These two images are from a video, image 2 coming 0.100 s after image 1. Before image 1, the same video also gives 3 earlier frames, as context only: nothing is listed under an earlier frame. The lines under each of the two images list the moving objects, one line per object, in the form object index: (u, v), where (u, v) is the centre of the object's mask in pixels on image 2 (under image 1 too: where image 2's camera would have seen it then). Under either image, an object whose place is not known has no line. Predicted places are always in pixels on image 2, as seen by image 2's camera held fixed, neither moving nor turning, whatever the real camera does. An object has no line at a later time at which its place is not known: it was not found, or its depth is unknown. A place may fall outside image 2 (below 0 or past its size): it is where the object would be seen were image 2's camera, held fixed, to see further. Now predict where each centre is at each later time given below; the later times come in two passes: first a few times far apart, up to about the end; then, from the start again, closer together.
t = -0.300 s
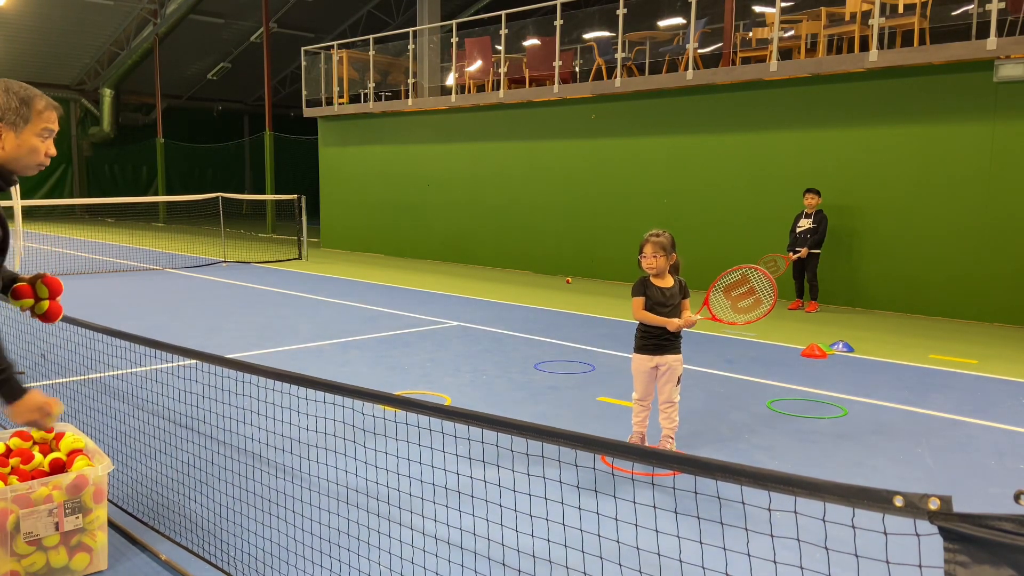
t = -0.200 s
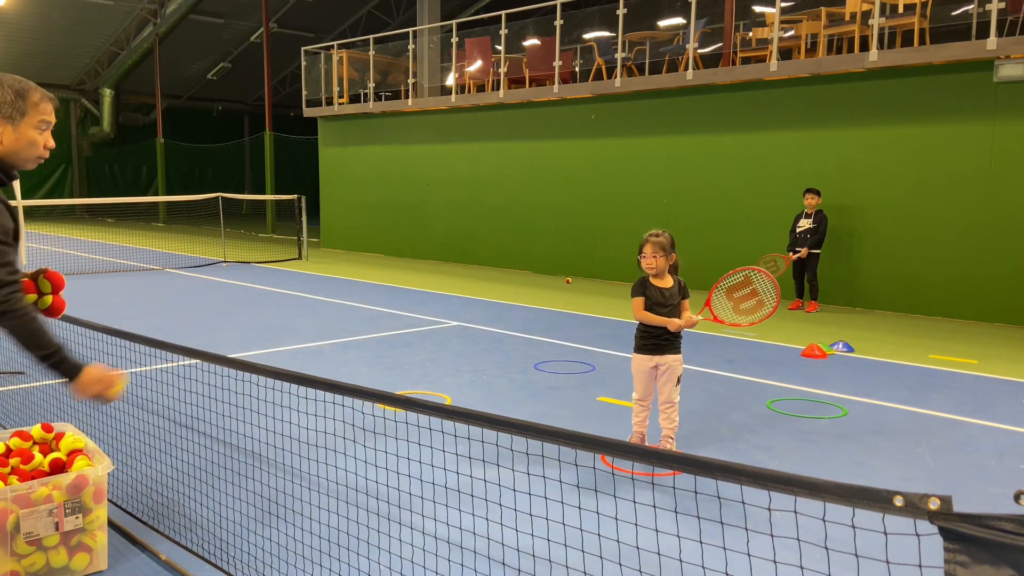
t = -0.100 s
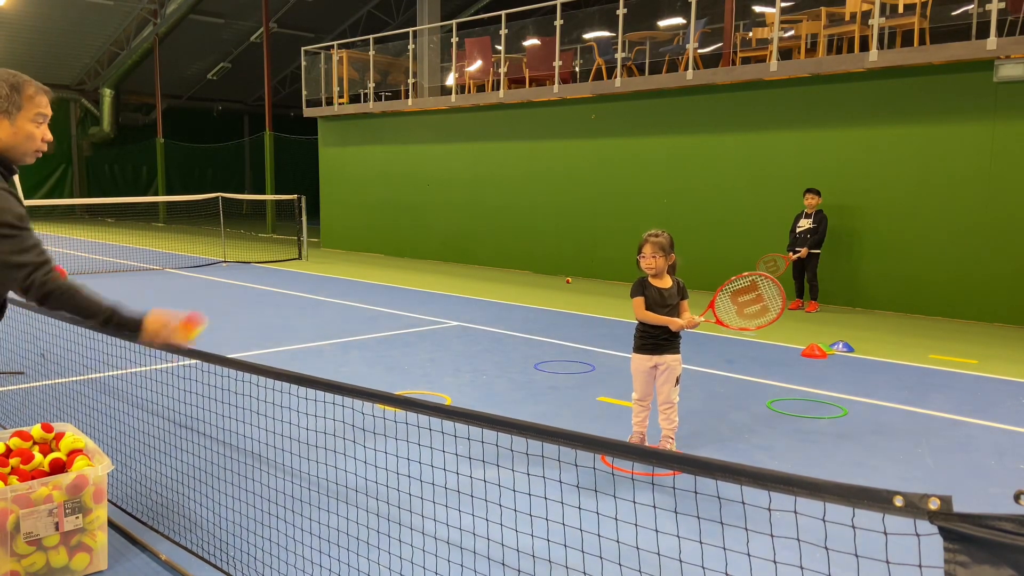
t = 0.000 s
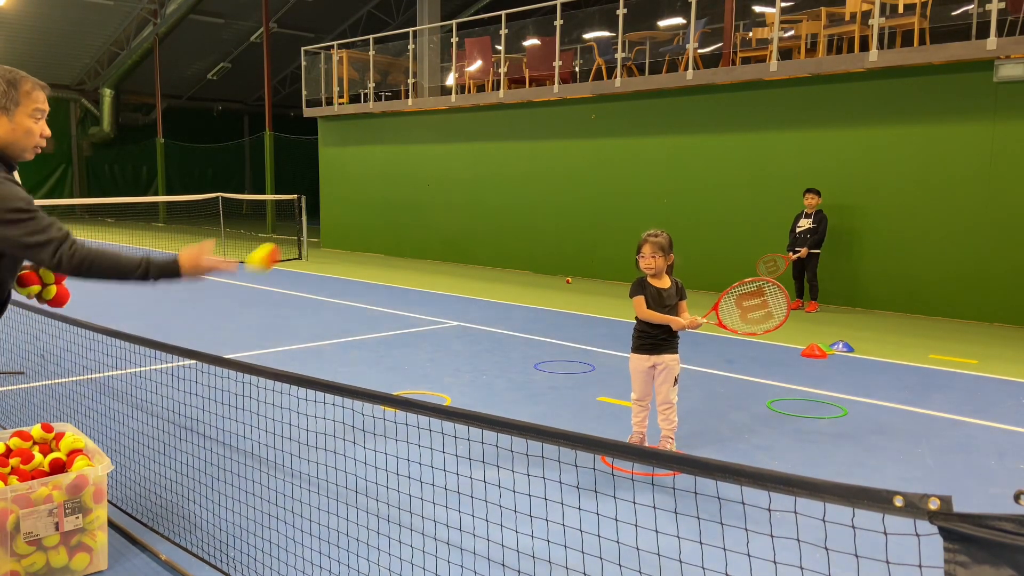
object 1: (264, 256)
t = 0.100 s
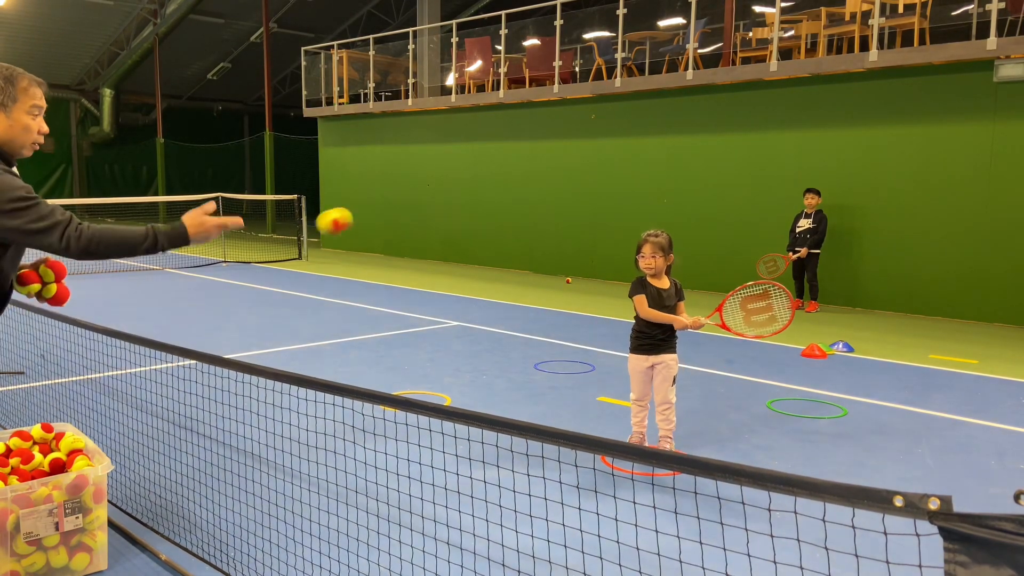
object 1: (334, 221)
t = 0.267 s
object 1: (443, 227)
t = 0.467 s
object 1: (555, 332)
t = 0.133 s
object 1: (357, 215)
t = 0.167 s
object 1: (379, 213)
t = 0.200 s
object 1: (401, 214)
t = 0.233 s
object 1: (422, 219)
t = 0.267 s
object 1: (443, 227)
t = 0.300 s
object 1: (463, 238)
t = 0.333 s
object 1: (482, 251)
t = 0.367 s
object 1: (501, 267)
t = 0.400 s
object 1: (520, 286)
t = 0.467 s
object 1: (555, 332)
